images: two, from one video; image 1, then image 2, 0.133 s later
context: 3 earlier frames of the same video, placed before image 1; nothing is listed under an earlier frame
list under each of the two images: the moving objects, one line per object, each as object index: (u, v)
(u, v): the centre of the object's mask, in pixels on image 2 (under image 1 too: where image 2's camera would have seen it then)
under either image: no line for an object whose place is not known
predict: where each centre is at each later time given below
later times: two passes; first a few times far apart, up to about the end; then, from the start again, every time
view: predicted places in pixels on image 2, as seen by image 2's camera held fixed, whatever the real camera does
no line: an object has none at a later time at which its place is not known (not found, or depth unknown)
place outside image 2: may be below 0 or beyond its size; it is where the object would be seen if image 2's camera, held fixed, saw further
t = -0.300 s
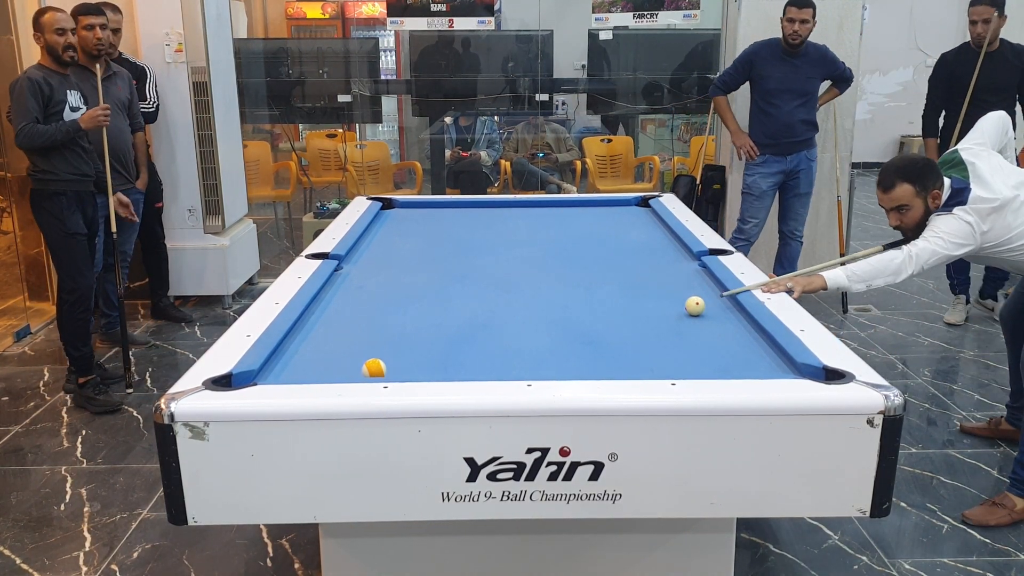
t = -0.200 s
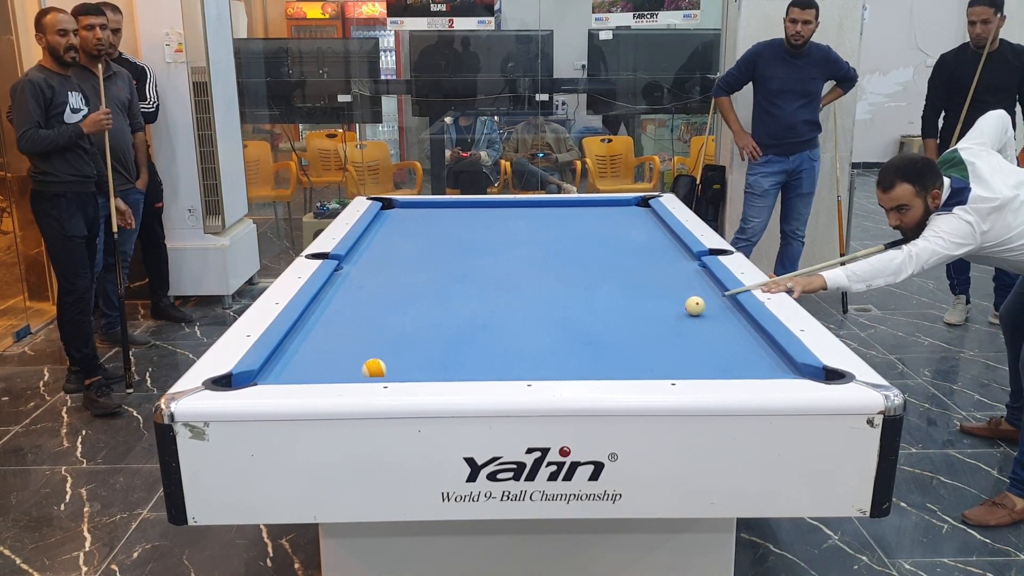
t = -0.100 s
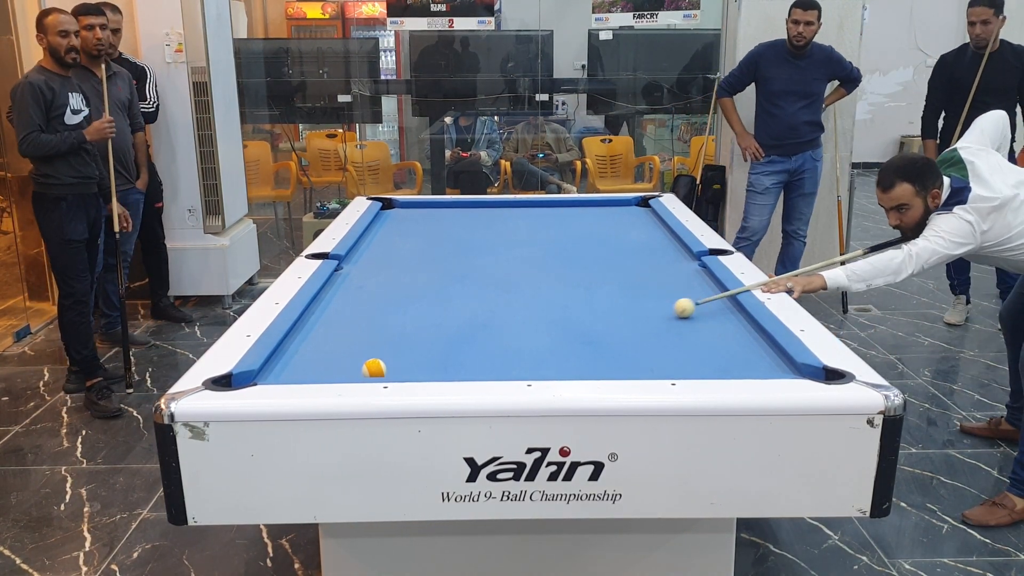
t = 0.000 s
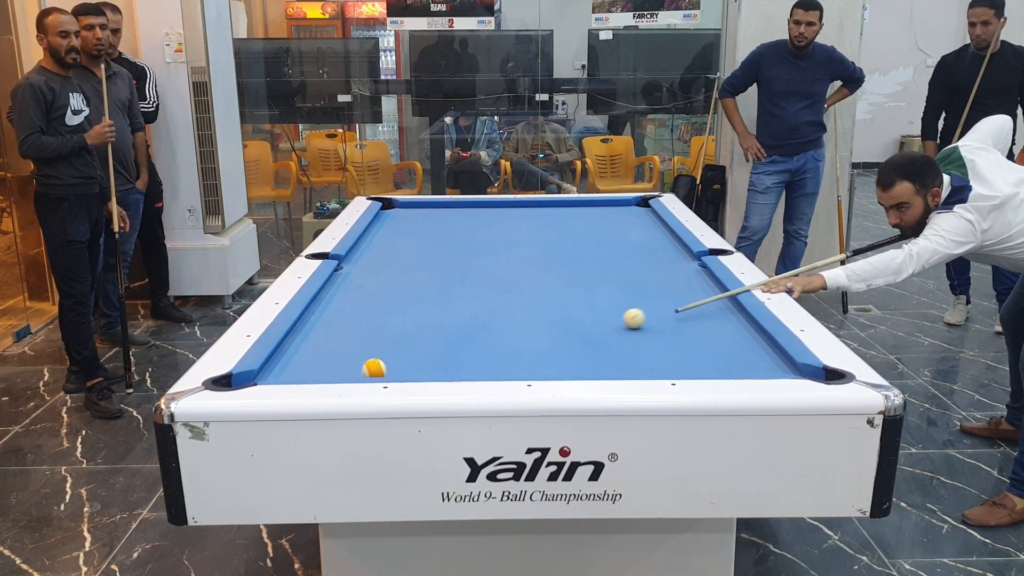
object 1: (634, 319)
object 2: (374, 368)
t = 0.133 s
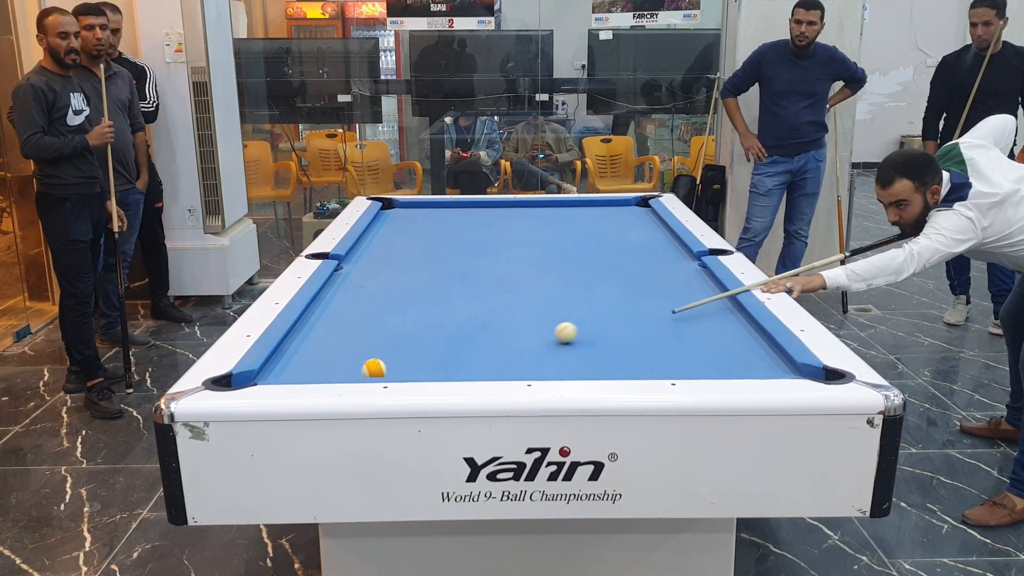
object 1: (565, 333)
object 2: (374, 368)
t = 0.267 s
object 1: (491, 348)
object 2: (374, 368)
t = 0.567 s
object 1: (395, 371)
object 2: (287, 374)
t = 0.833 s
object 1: (397, 363)
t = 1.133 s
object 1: (398, 350)
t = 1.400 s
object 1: (399, 340)
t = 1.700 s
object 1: (400, 330)
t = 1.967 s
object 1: (401, 323)
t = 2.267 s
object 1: (400, 316)
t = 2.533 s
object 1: (399, 310)
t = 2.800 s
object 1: (398, 305)
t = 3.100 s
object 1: (397, 301)
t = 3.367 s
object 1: (395, 298)
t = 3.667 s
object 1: (394, 295)
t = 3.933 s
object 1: (392, 293)
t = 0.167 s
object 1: (548, 336)
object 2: (374, 368)
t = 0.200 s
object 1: (529, 340)
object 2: (374, 368)
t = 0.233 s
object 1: (511, 344)
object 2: (374, 368)
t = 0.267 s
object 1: (491, 348)
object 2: (374, 368)
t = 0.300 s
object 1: (472, 353)
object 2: (374, 368)
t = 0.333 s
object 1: (451, 357)
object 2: (374, 368)
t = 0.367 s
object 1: (431, 361)
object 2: (374, 368)
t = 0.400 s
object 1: (410, 365)
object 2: (374, 368)
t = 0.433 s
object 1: (398, 367)
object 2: (364, 368)
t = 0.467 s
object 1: (398, 369)
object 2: (342, 370)
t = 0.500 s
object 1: (397, 370)
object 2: (322, 372)
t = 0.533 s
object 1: (395, 372)
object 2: (303, 373)
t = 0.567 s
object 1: (395, 371)
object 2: (287, 374)
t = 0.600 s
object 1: (395, 370)
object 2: (275, 373)
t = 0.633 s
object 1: (396, 369)
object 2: (263, 374)
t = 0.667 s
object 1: (396, 368)
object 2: (257, 375)
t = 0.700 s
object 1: (396, 367)
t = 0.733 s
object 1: (396, 366)
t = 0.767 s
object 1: (397, 365)
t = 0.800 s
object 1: (397, 364)
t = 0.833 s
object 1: (397, 363)
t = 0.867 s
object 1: (397, 361)
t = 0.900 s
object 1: (397, 360)
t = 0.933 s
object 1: (397, 358)
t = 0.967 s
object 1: (397, 357)
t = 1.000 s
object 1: (398, 355)
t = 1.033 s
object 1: (398, 354)
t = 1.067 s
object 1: (398, 352)
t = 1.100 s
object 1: (398, 351)
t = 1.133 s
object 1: (398, 350)
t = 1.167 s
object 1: (398, 348)
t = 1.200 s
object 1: (398, 347)
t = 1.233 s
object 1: (398, 346)
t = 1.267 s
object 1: (399, 345)
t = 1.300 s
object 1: (399, 343)
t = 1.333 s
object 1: (399, 342)
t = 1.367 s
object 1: (399, 341)
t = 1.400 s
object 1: (399, 340)
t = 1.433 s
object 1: (399, 339)
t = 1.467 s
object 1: (399, 338)
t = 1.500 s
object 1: (400, 337)
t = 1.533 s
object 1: (400, 336)
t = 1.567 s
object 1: (400, 334)
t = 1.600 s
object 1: (400, 333)
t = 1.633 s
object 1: (400, 332)
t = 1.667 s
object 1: (400, 331)
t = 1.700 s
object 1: (400, 330)
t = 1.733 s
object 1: (400, 329)
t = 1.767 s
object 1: (401, 328)
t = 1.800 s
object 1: (401, 327)
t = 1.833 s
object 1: (401, 326)
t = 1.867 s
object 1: (401, 325)
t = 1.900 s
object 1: (401, 325)
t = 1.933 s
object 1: (401, 324)
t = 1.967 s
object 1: (401, 323)
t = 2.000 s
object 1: (401, 322)
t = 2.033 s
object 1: (401, 321)
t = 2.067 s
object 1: (400, 320)
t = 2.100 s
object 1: (400, 320)
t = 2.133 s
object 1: (400, 319)
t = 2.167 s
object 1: (400, 318)
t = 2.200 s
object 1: (400, 317)
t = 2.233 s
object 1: (400, 317)
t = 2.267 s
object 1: (400, 316)
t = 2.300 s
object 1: (400, 315)
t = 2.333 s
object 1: (400, 314)
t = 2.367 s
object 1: (400, 314)
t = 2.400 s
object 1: (399, 313)
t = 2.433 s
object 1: (399, 312)
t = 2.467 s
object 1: (399, 312)
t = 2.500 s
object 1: (399, 311)
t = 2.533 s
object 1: (399, 310)
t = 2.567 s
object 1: (399, 310)
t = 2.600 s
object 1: (399, 309)
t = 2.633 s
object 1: (399, 308)
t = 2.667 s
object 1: (399, 308)
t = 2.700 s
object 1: (399, 307)
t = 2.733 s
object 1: (398, 307)
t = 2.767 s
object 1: (398, 306)
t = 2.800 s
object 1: (398, 305)
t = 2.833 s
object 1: (398, 305)
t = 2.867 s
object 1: (398, 305)
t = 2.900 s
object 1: (397, 304)
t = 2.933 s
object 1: (397, 303)
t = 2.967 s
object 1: (397, 303)
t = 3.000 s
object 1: (397, 303)
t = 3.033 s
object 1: (397, 302)
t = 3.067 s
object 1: (397, 302)
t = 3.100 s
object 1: (397, 301)
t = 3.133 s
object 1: (397, 301)
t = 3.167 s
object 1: (396, 300)
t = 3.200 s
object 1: (396, 300)
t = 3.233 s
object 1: (396, 300)
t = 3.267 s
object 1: (396, 299)
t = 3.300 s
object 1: (396, 299)
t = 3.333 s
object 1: (396, 298)
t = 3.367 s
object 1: (395, 298)
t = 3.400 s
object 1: (395, 298)
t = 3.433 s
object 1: (395, 297)
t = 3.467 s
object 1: (395, 297)
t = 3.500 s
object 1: (394, 297)
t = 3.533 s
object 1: (394, 296)
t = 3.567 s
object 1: (394, 296)
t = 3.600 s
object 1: (394, 296)
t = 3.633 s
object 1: (394, 295)
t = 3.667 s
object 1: (394, 295)
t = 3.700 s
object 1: (393, 295)
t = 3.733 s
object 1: (393, 295)
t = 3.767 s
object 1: (393, 294)
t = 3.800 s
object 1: (393, 294)
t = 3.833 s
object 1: (393, 294)
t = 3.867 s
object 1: (393, 294)
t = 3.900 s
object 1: (393, 294)
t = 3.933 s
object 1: (392, 293)
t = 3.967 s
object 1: (392, 293)
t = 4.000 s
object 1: (392, 293)
